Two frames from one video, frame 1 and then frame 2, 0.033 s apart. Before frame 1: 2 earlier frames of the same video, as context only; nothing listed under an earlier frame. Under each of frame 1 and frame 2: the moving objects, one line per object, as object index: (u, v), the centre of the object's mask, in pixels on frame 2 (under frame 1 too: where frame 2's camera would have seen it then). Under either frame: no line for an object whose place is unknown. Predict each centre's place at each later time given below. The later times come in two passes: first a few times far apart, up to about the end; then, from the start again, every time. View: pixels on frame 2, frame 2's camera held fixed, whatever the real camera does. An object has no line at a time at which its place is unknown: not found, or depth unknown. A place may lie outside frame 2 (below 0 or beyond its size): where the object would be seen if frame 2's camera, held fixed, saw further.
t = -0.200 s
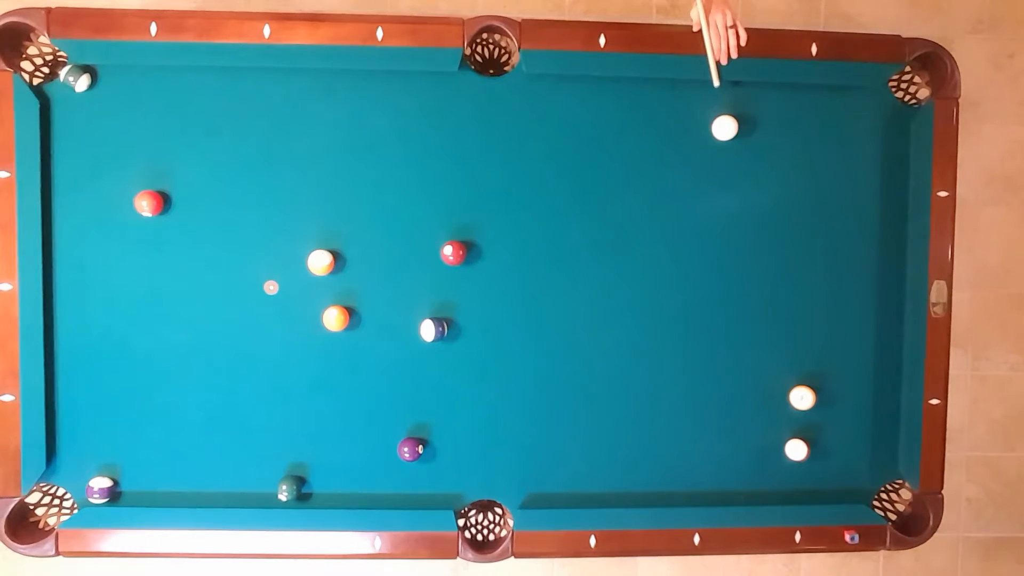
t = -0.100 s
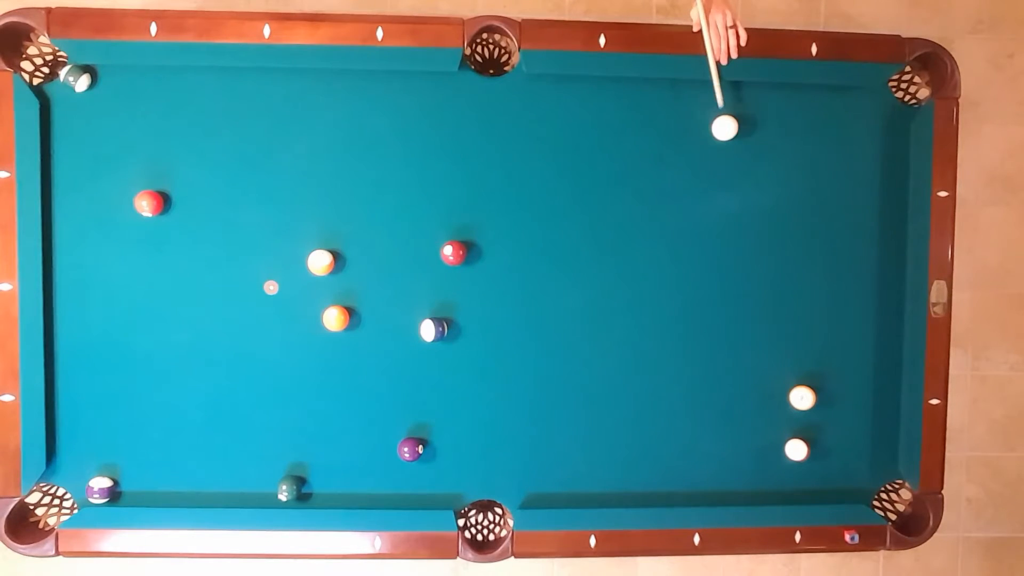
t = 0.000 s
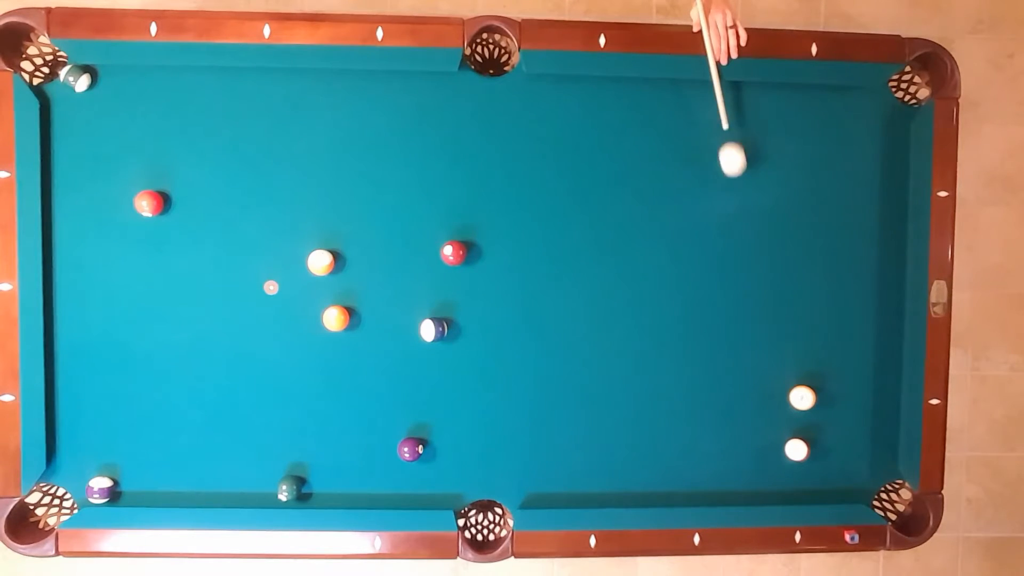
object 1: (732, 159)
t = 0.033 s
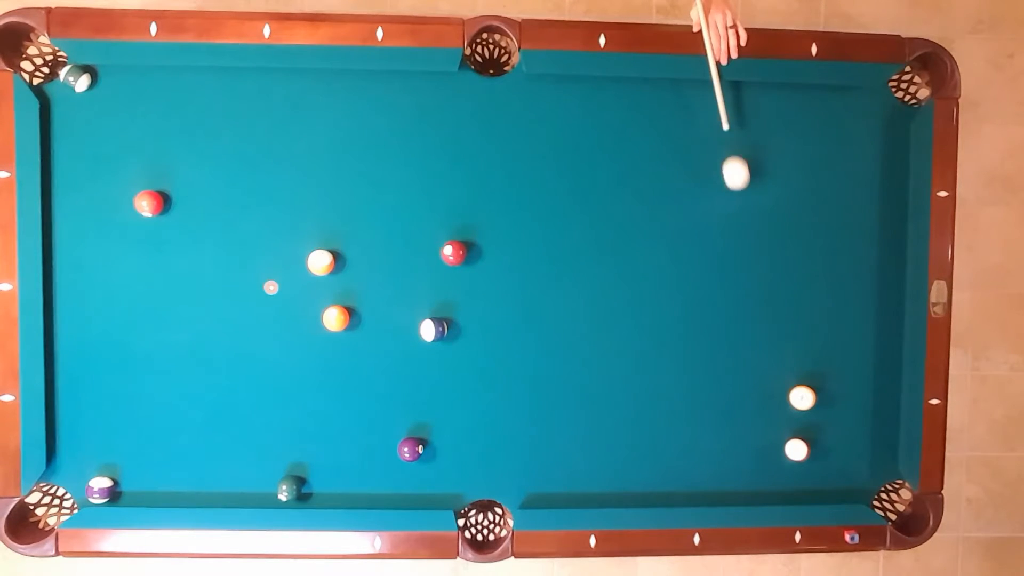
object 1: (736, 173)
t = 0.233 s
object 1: (755, 251)
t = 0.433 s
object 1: (773, 327)
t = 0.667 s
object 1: (777, 396)
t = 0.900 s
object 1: (760, 441)
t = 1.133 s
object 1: (743, 483)
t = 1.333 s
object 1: (734, 481)
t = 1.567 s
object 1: (725, 461)
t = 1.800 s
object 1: (717, 442)
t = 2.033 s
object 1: (709, 425)
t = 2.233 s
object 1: (703, 412)
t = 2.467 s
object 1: (696, 398)
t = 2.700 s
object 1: (690, 386)
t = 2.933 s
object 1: (685, 376)
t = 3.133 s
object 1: (681, 368)
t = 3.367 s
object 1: (679, 360)
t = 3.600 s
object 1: (677, 354)
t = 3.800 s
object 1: (675, 351)
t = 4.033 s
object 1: (674, 349)
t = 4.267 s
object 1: (674, 350)
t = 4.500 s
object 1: (674, 350)
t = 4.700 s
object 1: (674, 351)
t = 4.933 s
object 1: (674, 351)
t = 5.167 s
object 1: (674, 351)
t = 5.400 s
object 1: (674, 351)
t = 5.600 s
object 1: (674, 351)
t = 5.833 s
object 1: (674, 351)
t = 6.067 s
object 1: (674, 351)
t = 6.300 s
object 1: (674, 351)
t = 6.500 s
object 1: (674, 351)
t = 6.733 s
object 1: (674, 351)
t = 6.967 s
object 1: (674, 351)
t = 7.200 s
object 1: (674, 351)
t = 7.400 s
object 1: (674, 351)
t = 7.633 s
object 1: (674, 351)
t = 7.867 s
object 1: (674, 351)
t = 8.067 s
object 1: (674, 351)
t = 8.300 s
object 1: (674, 351)
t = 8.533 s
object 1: (674, 351)
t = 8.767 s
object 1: (674, 351)
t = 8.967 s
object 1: (674, 351)
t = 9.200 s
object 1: (674, 351)
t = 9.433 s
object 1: (674, 351)
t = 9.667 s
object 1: (674, 351)
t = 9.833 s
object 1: (674, 351)
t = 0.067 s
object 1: (739, 186)
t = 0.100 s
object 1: (742, 200)
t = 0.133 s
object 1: (745, 213)
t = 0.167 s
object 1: (749, 225)
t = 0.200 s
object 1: (752, 238)
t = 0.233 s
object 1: (755, 251)
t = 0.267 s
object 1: (758, 264)
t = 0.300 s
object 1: (761, 277)
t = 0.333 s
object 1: (764, 290)
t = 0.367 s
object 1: (767, 302)
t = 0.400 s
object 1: (770, 315)
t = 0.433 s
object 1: (773, 327)
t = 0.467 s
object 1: (775, 339)
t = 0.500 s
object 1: (778, 352)
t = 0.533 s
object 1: (781, 364)
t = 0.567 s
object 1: (784, 376)
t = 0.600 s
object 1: (783, 385)
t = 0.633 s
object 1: (780, 390)
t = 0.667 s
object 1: (777, 396)
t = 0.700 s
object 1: (774, 402)
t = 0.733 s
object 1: (772, 409)
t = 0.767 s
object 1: (770, 415)
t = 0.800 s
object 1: (767, 422)
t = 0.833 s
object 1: (765, 428)
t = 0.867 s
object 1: (762, 434)
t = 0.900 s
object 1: (760, 441)
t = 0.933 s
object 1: (757, 447)
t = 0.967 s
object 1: (755, 453)
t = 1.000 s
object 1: (753, 459)
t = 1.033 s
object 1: (750, 465)
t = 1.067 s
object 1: (748, 471)
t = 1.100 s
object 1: (746, 477)
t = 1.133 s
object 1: (743, 483)
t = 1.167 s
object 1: (741, 489)
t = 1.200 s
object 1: (739, 494)
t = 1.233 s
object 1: (738, 491)
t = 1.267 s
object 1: (736, 487)
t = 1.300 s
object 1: (735, 484)
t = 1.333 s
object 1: (734, 481)
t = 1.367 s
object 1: (732, 478)
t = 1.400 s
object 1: (731, 475)
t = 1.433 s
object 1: (730, 472)
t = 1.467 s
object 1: (728, 469)
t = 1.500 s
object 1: (727, 467)
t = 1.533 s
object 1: (726, 464)
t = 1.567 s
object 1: (725, 461)
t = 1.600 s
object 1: (724, 458)
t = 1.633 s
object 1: (722, 455)
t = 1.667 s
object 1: (721, 453)
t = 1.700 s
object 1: (720, 450)
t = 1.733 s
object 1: (719, 448)
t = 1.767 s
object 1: (718, 445)
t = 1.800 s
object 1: (717, 442)
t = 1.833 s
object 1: (715, 440)
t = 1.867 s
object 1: (714, 437)
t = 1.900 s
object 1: (713, 435)
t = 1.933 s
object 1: (712, 432)
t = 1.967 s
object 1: (711, 430)
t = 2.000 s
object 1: (710, 428)
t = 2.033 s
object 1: (709, 425)
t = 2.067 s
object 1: (708, 423)
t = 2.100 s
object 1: (707, 421)
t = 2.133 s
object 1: (706, 418)
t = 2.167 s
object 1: (705, 416)
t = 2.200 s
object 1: (704, 414)
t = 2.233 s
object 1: (703, 412)
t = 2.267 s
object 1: (702, 410)
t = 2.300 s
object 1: (701, 408)
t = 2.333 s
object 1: (700, 406)
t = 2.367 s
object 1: (700, 404)
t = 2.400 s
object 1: (698, 402)
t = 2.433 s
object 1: (697, 400)
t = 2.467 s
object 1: (696, 398)
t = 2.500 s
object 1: (695, 396)
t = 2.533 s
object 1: (694, 395)
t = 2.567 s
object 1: (694, 393)
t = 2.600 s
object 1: (693, 391)
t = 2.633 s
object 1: (692, 389)
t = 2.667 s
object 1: (691, 388)
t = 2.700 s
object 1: (690, 386)
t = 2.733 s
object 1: (689, 385)
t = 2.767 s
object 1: (688, 383)
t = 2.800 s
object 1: (688, 381)
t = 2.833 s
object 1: (687, 380)
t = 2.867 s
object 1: (686, 378)
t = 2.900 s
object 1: (685, 377)
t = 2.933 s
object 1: (685, 376)
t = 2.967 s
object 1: (684, 374)
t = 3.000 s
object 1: (683, 373)
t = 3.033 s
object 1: (683, 372)
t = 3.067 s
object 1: (682, 370)
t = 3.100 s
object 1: (682, 369)
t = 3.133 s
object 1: (681, 368)
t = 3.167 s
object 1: (681, 366)
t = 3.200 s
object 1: (681, 365)
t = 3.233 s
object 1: (680, 364)
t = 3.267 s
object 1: (680, 363)
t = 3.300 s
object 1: (680, 362)
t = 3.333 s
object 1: (679, 361)
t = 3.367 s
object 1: (679, 360)
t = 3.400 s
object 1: (679, 359)
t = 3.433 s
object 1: (678, 358)
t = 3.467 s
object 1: (678, 357)
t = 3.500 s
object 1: (678, 356)
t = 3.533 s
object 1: (677, 356)
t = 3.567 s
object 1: (677, 355)
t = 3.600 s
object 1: (677, 354)
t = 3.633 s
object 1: (677, 354)
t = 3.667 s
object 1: (676, 353)
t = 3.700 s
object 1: (676, 352)
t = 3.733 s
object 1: (676, 352)
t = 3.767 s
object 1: (676, 352)
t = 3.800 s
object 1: (675, 351)
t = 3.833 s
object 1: (675, 351)
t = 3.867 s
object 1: (675, 350)
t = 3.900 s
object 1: (675, 350)
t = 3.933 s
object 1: (674, 350)
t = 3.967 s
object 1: (674, 350)
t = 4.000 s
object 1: (674, 350)
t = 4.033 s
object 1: (674, 349)
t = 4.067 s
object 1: (674, 349)
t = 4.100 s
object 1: (674, 349)
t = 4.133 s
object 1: (674, 349)
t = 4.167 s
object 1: (674, 349)
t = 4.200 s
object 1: (674, 350)
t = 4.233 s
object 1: (674, 350)
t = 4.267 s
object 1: (674, 350)
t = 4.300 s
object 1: (674, 350)
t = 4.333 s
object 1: (675, 350)
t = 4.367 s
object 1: (675, 350)
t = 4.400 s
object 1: (675, 350)
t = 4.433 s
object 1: (675, 350)
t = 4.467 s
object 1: (674, 350)
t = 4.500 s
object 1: (674, 350)
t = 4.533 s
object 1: (674, 350)
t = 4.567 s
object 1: (674, 350)
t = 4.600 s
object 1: (674, 350)
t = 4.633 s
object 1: (674, 351)
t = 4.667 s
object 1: (674, 351)
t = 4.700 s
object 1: (674, 351)
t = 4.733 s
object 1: (674, 351)
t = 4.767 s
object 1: (674, 351)
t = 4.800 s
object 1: (674, 351)
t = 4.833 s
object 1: (674, 351)
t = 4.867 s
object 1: (674, 351)
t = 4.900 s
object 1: (674, 351)
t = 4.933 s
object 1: (674, 351)
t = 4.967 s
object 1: (674, 351)
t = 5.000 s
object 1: (674, 351)
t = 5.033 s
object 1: (674, 351)
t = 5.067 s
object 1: (674, 351)
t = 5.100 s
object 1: (674, 351)
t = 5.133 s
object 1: (674, 351)
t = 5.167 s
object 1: (674, 351)
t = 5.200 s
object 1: (674, 351)
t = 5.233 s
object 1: (674, 351)
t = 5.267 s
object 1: (674, 351)
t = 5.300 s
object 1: (674, 351)
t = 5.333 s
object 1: (674, 351)
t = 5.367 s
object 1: (674, 351)
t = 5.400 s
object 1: (674, 351)
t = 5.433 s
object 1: (674, 351)
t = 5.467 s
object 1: (674, 351)
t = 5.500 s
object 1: (674, 351)
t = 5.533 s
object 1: (674, 351)
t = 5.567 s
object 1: (674, 351)
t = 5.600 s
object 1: (674, 351)
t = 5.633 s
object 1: (674, 351)
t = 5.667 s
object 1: (674, 351)
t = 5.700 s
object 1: (674, 351)
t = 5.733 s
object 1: (674, 351)
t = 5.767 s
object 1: (674, 351)
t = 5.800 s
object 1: (674, 351)
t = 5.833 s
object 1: (674, 351)
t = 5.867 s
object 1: (674, 351)
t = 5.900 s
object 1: (674, 351)
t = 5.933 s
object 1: (674, 351)
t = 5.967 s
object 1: (674, 351)
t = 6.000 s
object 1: (674, 351)
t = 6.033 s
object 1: (674, 351)
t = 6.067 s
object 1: (674, 351)
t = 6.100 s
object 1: (674, 351)
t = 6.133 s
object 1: (674, 351)
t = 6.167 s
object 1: (674, 351)
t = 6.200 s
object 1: (674, 351)
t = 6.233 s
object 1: (674, 351)
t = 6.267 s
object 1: (674, 351)
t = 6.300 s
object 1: (674, 351)
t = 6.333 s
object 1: (674, 351)
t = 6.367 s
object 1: (674, 351)
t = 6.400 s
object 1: (674, 351)
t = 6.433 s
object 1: (674, 351)
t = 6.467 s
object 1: (674, 351)
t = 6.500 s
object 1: (674, 351)
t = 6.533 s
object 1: (674, 351)
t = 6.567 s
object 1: (674, 351)
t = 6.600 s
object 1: (674, 351)
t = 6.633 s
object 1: (674, 351)
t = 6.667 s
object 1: (674, 351)
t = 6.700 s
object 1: (674, 351)
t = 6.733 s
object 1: (674, 351)
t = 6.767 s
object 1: (674, 351)
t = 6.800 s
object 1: (674, 351)
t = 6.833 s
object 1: (674, 351)
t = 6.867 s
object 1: (674, 351)
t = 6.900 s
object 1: (674, 351)
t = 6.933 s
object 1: (674, 351)
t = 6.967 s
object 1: (674, 351)
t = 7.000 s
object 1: (674, 351)
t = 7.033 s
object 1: (674, 351)
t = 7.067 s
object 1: (674, 351)
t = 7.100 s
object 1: (674, 351)
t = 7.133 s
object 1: (674, 351)
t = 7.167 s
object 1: (674, 351)
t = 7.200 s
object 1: (674, 351)
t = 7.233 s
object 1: (674, 351)
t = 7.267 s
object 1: (674, 351)
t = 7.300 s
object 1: (674, 351)
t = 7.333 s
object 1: (674, 351)
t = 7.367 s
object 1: (674, 351)
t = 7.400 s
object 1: (674, 351)
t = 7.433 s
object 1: (674, 351)
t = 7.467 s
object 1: (674, 351)
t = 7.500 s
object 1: (674, 351)
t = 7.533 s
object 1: (674, 351)
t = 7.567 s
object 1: (674, 351)
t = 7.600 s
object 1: (674, 351)
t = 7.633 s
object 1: (674, 351)
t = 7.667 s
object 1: (674, 351)
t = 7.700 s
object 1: (674, 351)
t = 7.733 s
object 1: (674, 351)
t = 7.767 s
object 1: (674, 351)
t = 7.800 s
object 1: (674, 351)
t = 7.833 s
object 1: (674, 351)
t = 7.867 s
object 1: (674, 351)
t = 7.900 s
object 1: (674, 351)
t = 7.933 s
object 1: (674, 351)
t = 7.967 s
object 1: (674, 351)
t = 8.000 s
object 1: (674, 351)
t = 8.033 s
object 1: (674, 351)
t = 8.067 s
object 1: (674, 351)
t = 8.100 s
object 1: (674, 351)
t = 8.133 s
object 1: (674, 351)
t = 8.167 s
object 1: (674, 351)
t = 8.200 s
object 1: (674, 351)
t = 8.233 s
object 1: (674, 351)
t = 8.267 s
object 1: (674, 351)
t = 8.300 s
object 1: (674, 351)
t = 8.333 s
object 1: (674, 351)
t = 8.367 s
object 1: (674, 351)
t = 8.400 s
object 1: (674, 351)
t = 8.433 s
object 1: (674, 351)
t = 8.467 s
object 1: (674, 351)
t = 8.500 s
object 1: (674, 351)
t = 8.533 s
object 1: (674, 351)
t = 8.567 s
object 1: (674, 351)
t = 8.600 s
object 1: (674, 351)
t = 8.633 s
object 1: (674, 351)
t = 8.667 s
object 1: (674, 351)
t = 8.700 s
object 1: (674, 351)
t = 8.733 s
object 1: (674, 351)
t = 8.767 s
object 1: (674, 351)
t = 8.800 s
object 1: (674, 351)
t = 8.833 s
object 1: (674, 351)
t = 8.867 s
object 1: (674, 351)
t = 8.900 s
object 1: (674, 351)
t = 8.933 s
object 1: (674, 351)
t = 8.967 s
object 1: (674, 351)
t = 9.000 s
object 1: (674, 351)
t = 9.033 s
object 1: (674, 351)
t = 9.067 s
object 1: (674, 351)
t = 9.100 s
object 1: (674, 351)
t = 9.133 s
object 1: (674, 351)
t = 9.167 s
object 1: (674, 351)
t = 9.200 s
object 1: (674, 351)
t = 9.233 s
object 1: (674, 351)
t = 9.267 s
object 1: (674, 351)
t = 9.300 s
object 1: (674, 351)
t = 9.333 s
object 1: (674, 351)
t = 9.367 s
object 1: (674, 351)
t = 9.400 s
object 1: (674, 351)
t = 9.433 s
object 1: (674, 351)
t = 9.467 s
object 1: (674, 351)
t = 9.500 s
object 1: (674, 351)
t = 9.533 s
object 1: (674, 351)
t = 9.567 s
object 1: (674, 351)
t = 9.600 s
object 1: (674, 351)
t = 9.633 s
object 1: (674, 351)
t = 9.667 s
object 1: (674, 351)
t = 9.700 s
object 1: (674, 351)
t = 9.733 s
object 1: (674, 351)
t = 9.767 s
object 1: (674, 351)
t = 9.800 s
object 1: (674, 351)
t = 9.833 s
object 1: (674, 351)
